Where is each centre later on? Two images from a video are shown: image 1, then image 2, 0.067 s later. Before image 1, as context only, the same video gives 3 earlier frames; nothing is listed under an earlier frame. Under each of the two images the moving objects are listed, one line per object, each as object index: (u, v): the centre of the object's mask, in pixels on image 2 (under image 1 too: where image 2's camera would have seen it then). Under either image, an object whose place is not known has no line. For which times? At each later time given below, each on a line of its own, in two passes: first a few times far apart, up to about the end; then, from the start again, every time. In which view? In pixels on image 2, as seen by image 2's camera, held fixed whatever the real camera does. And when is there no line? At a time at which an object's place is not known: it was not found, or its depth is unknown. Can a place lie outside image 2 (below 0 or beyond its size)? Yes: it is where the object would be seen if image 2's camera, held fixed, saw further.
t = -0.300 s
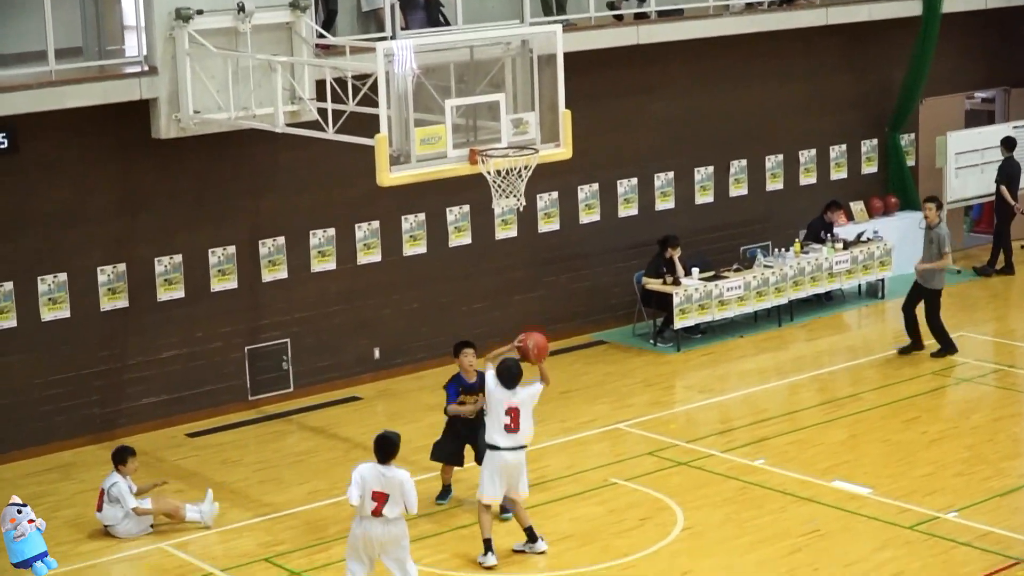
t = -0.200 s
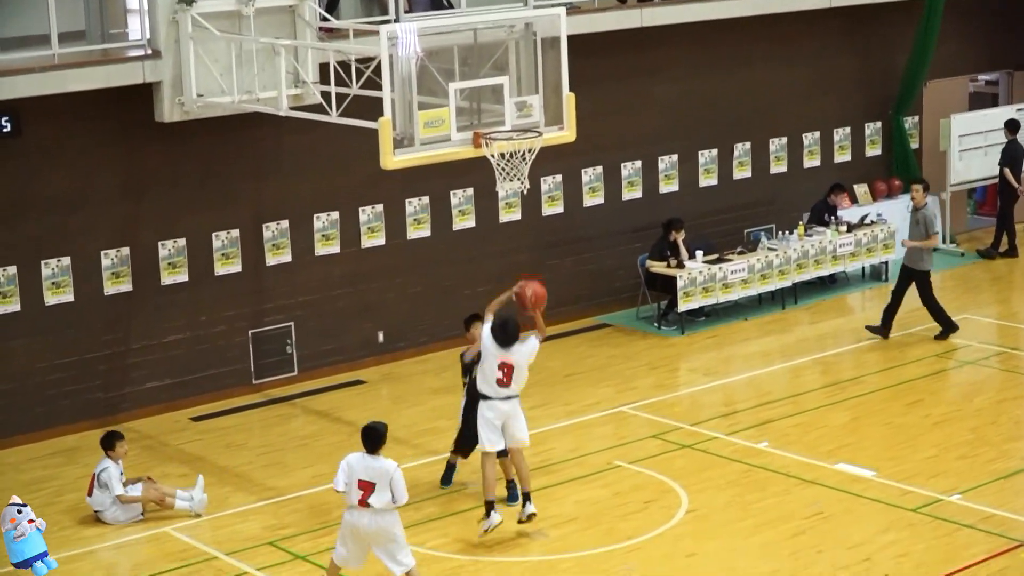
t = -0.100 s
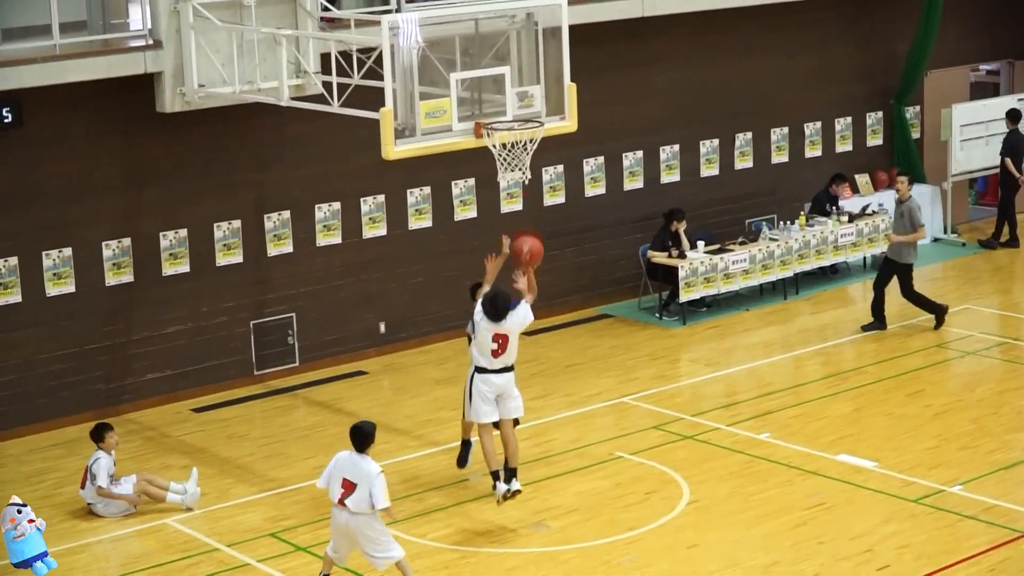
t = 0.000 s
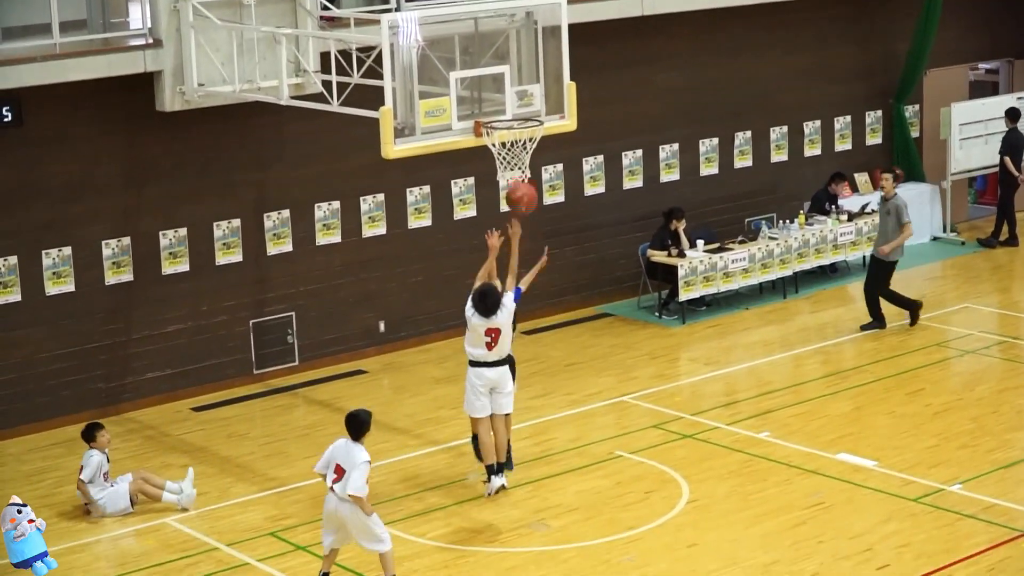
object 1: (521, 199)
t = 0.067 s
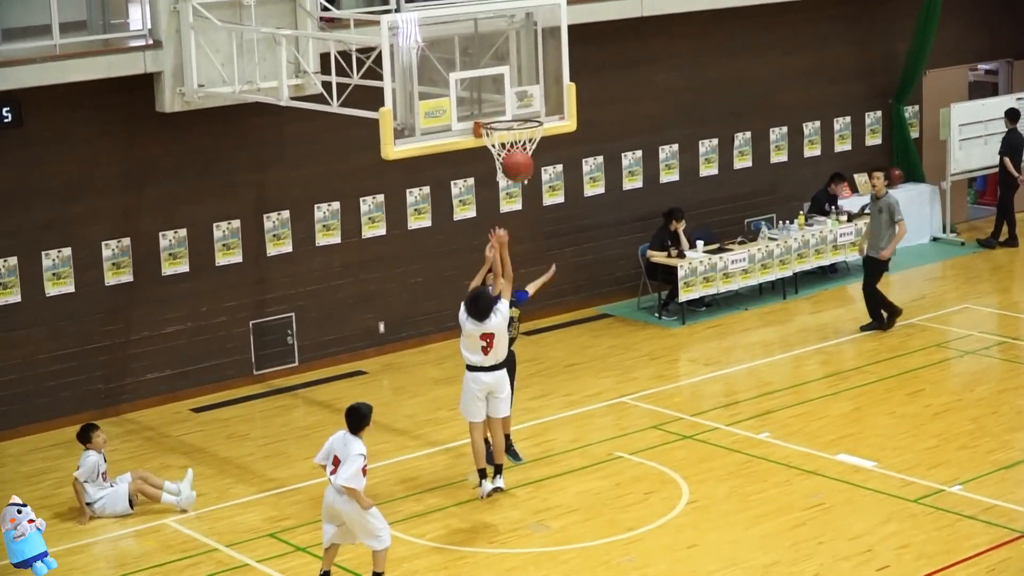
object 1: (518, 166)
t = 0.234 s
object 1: (509, 110)
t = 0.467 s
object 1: (500, 94)
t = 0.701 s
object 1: (505, 111)
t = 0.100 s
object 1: (516, 152)
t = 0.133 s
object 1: (514, 139)
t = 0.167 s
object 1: (512, 128)
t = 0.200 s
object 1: (510, 118)
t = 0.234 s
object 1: (509, 110)
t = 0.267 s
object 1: (507, 103)
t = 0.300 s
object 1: (506, 99)
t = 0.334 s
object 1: (505, 95)
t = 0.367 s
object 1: (503, 93)
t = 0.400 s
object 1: (502, 92)
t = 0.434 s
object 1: (501, 92)
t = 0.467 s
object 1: (500, 94)
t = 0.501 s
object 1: (499, 98)
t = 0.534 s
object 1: (499, 103)
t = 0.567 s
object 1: (498, 108)
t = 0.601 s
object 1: (498, 114)
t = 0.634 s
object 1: (500, 112)
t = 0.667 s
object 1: (502, 110)
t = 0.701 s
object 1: (505, 111)
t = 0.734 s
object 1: (507, 112)
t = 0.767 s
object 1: (510, 115)
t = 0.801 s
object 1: (513, 117)
